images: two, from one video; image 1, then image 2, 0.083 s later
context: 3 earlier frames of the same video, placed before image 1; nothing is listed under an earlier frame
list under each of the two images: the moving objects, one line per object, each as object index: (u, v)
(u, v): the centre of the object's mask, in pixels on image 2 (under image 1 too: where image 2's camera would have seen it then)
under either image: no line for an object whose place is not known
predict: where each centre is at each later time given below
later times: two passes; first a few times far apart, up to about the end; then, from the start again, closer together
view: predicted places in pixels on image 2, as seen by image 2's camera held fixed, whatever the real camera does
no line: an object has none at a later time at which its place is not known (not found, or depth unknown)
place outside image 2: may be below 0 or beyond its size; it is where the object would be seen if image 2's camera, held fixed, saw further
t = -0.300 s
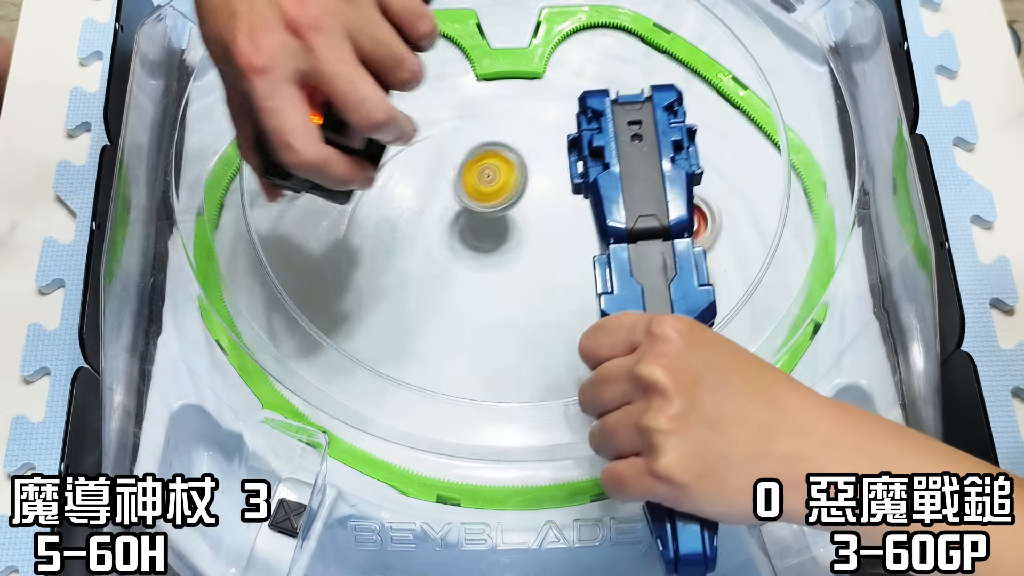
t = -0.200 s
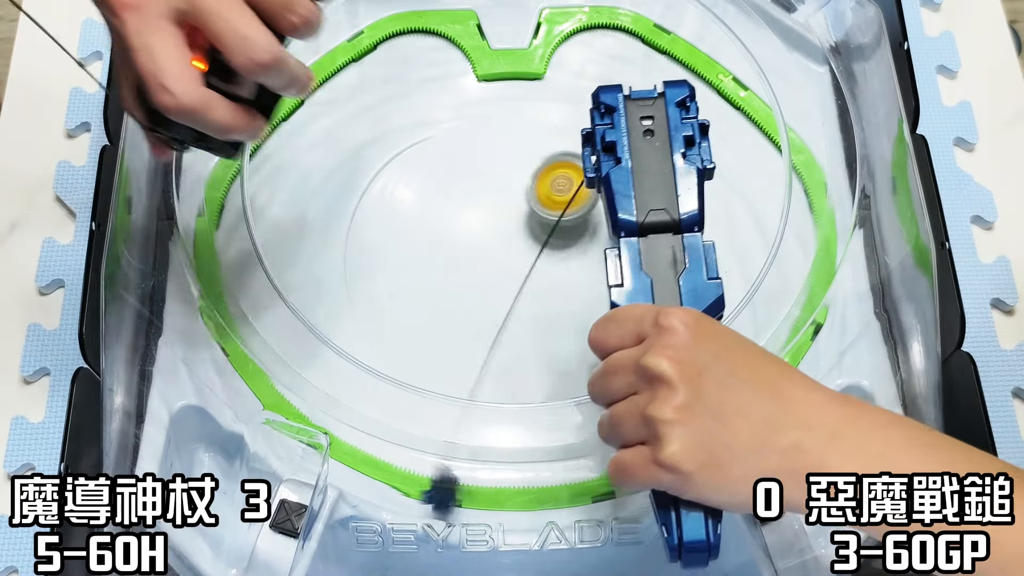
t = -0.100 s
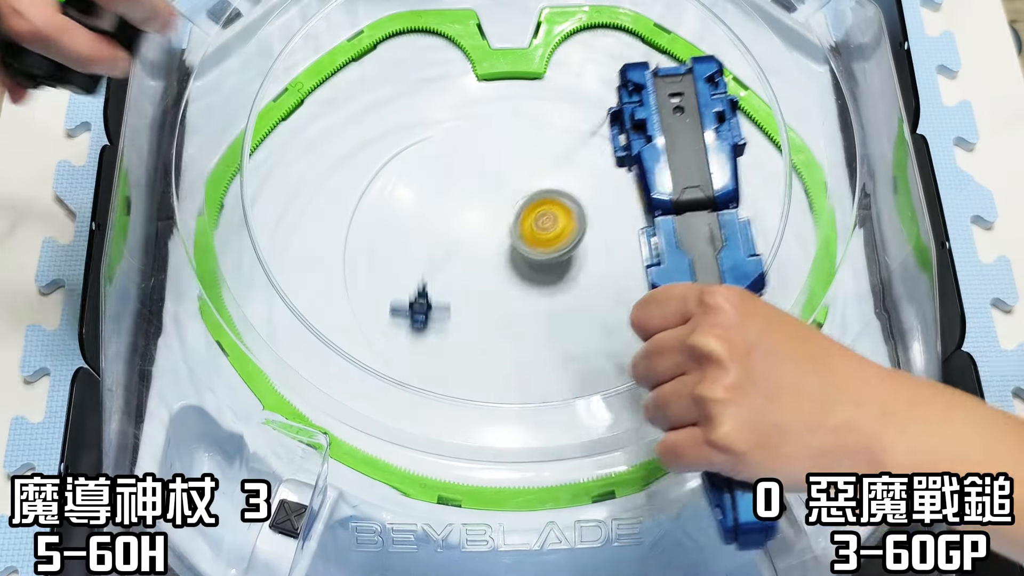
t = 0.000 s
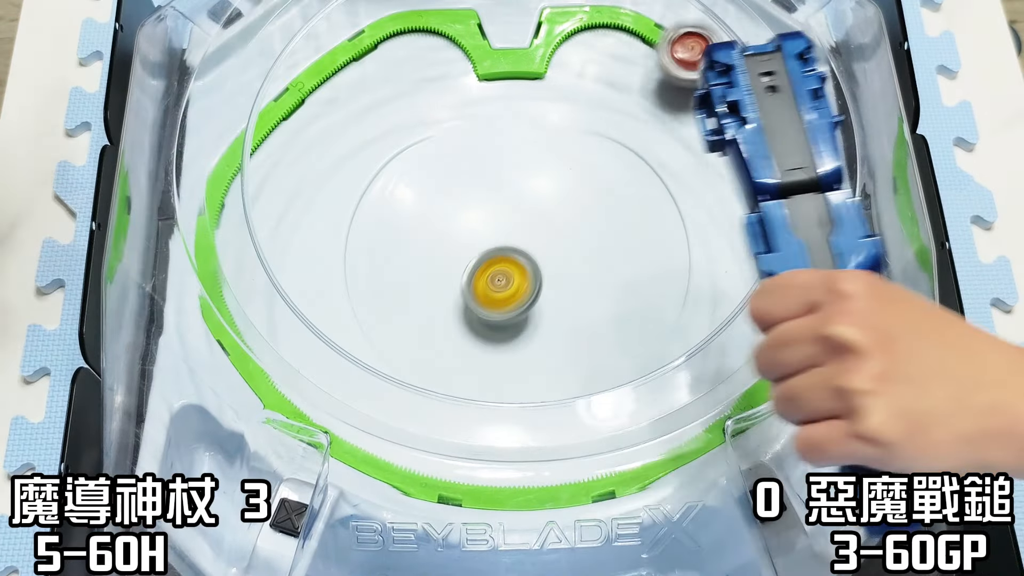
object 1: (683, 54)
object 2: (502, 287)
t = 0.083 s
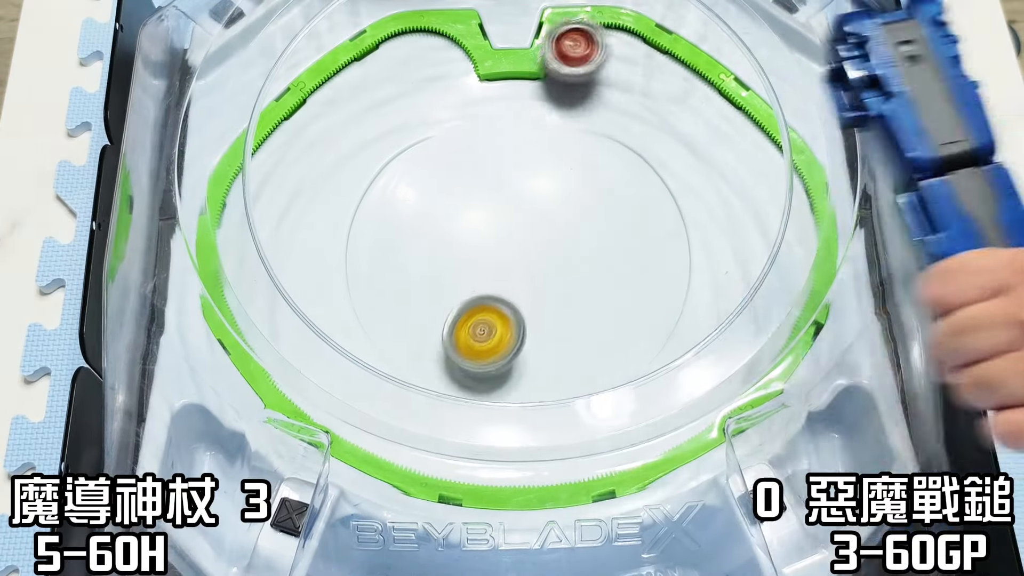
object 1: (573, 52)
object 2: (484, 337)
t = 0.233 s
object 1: (591, 280)
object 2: (514, 390)
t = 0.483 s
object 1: (786, 256)
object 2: (445, 426)
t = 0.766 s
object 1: (682, 104)
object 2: (313, 352)
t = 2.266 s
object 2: (414, 250)
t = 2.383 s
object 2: (330, 236)
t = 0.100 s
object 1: (555, 52)
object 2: (483, 347)
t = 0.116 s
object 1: (561, 76)
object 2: (485, 357)
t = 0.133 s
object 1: (567, 105)
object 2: (486, 364)
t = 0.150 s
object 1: (573, 137)
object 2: (489, 369)
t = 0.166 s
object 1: (579, 167)
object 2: (492, 379)
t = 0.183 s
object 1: (583, 196)
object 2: (496, 384)
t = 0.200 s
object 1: (586, 225)
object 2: (502, 387)
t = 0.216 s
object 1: (588, 253)
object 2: (509, 388)
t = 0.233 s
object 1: (591, 280)
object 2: (514, 390)
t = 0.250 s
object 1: (593, 305)
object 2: (522, 391)
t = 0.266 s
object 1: (595, 330)
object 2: (530, 392)
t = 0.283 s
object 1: (598, 351)
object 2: (537, 394)
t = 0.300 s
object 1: (614, 354)
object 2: (528, 396)
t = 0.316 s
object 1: (636, 350)
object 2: (510, 425)
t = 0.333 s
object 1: (653, 345)
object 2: (500, 431)
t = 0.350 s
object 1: (670, 343)
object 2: (487, 439)
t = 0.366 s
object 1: (698, 346)
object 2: (476, 449)
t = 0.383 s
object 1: (716, 372)
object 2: (461, 465)
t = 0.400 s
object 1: (743, 366)
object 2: (450, 478)
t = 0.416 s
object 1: (759, 350)
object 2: (448, 467)
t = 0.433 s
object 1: (766, 324)
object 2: (448, 454)
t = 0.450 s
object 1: (774, 302)
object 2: (448, 445)
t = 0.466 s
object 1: (779, 279)
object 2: (447, 436)
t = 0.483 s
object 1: (786, 256)
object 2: (445, 426)
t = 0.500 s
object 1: (793, 234)
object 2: (449, 413)
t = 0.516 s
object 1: (799, 213)
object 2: (450, 402)
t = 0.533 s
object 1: (805, 193)
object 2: (453, 386)
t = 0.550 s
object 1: (796, 166)
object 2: (458, 371)
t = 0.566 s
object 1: (775, 134)
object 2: (459, 365)
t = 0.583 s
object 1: (740, 103)
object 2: (460, 360)
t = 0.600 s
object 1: (701, 69)
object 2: (461, 356)
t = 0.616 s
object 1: (659, 39)
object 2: (465, 347)
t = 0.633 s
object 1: (606, 21)
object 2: (469, 335)
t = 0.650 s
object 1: (561, 50)
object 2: (472, 327)
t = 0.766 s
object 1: (682, 104)
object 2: (313, 352)
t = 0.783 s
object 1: (720, 75)
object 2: (310, 298)
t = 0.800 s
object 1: (757, 53)
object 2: (306, 247)
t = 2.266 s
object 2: (414, 250)
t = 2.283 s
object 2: (396, 251)
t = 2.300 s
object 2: (379, 247)
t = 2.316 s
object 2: (364, 246)
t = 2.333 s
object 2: (351, 242)
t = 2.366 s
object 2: (335, 235)
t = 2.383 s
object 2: (330, 236)
